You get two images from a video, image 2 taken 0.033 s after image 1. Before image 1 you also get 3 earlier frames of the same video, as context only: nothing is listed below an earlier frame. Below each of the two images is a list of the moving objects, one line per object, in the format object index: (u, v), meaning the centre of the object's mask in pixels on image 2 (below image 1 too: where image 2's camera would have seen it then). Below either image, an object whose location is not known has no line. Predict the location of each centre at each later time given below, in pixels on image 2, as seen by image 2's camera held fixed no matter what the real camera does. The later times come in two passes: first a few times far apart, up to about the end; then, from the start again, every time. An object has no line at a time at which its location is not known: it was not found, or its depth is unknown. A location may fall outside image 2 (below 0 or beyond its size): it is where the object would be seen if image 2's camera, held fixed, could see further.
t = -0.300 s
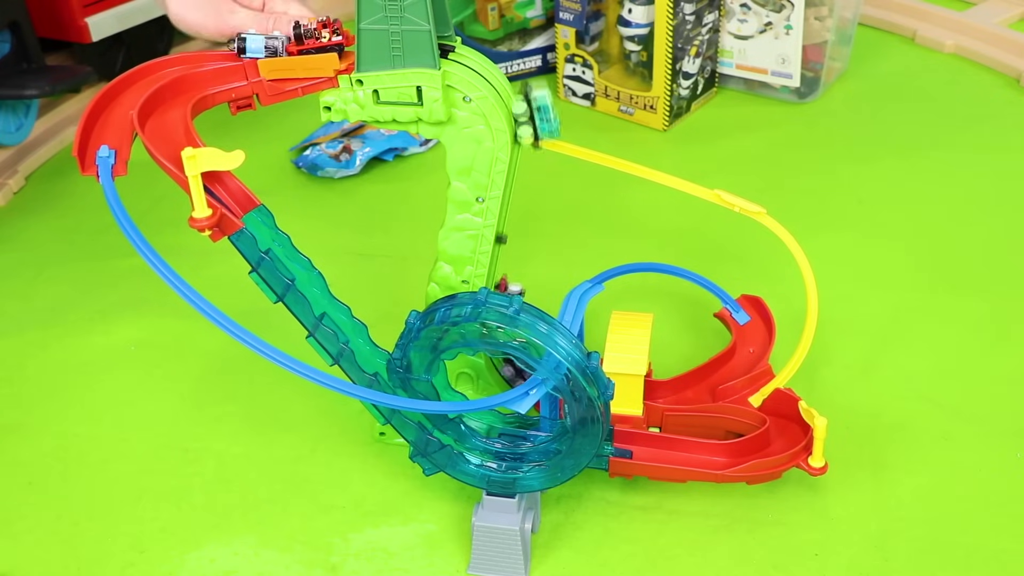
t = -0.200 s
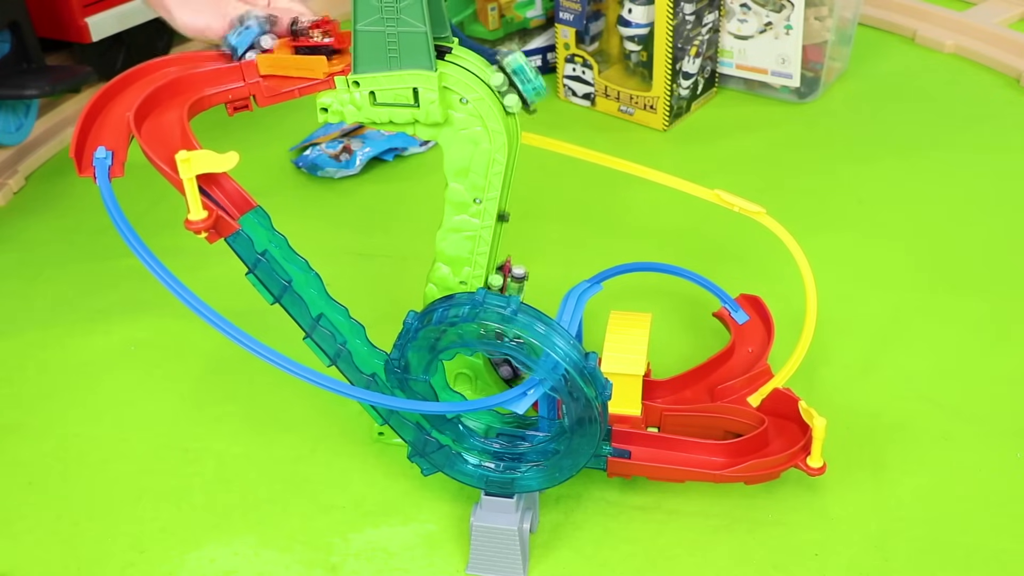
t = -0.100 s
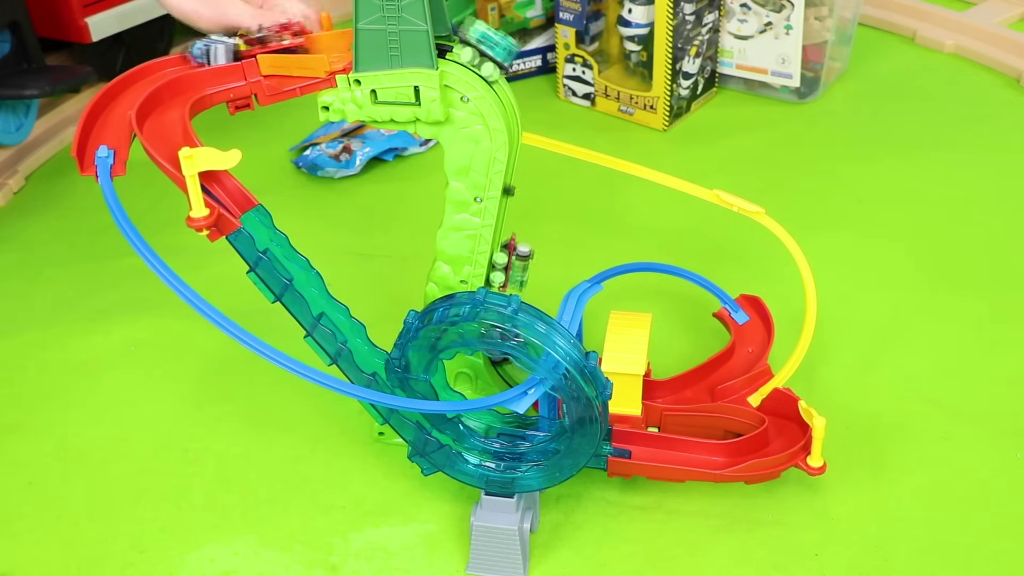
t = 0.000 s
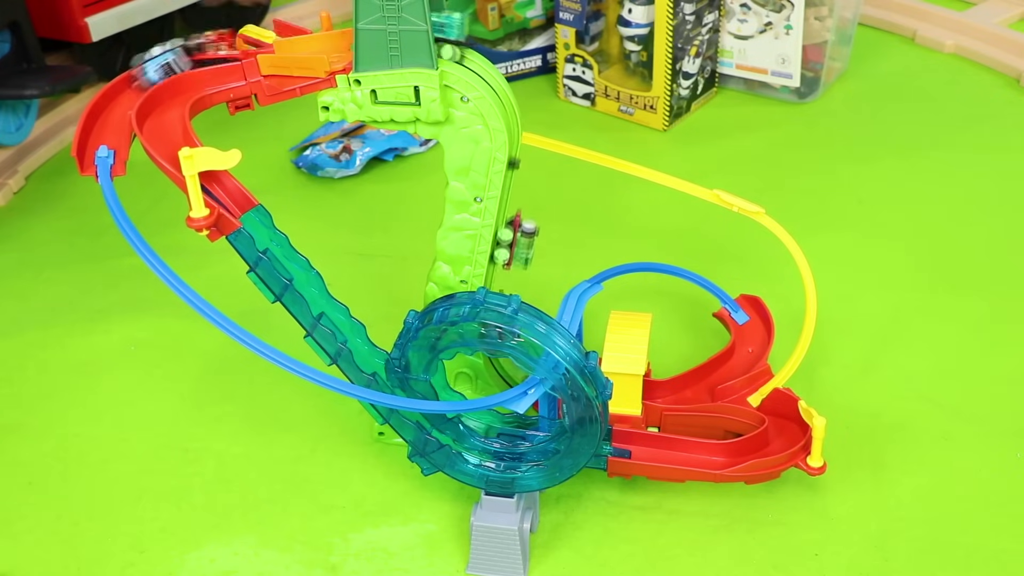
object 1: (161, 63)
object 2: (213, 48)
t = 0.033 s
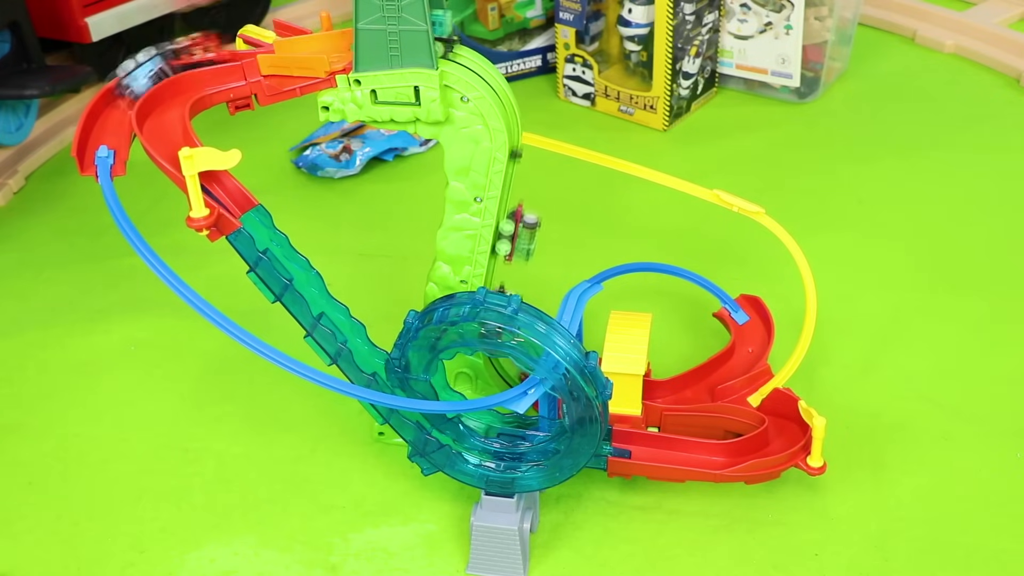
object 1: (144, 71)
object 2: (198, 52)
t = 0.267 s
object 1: (102, 120)
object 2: (124, 87)
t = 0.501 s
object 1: (89, 177)
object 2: (103, 121)
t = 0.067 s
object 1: (126, 84)
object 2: (174, 56)
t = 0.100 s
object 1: (113, 102)
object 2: (151, 67)
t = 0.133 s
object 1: (103, 117)
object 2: (131, 82)
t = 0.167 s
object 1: (101, 119)
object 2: (125, 86)
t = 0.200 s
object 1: (102, 120)
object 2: (123, 87)
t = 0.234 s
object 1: (102, 120)
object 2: (123, 87)
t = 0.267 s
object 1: (102, 120)
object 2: (124, 87)
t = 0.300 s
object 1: (102, 121)
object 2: (124, 87)
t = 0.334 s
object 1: (102, 121)
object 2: (123, 87)
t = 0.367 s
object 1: (102, 121)
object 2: (123, 87)
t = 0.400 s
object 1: (101, 121)
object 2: (122, 89)
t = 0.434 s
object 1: (100, 126)
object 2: (118, 93)
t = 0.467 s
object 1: (95, 139)
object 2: (110, 103)
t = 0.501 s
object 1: (89, 177)
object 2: (103, 121)
